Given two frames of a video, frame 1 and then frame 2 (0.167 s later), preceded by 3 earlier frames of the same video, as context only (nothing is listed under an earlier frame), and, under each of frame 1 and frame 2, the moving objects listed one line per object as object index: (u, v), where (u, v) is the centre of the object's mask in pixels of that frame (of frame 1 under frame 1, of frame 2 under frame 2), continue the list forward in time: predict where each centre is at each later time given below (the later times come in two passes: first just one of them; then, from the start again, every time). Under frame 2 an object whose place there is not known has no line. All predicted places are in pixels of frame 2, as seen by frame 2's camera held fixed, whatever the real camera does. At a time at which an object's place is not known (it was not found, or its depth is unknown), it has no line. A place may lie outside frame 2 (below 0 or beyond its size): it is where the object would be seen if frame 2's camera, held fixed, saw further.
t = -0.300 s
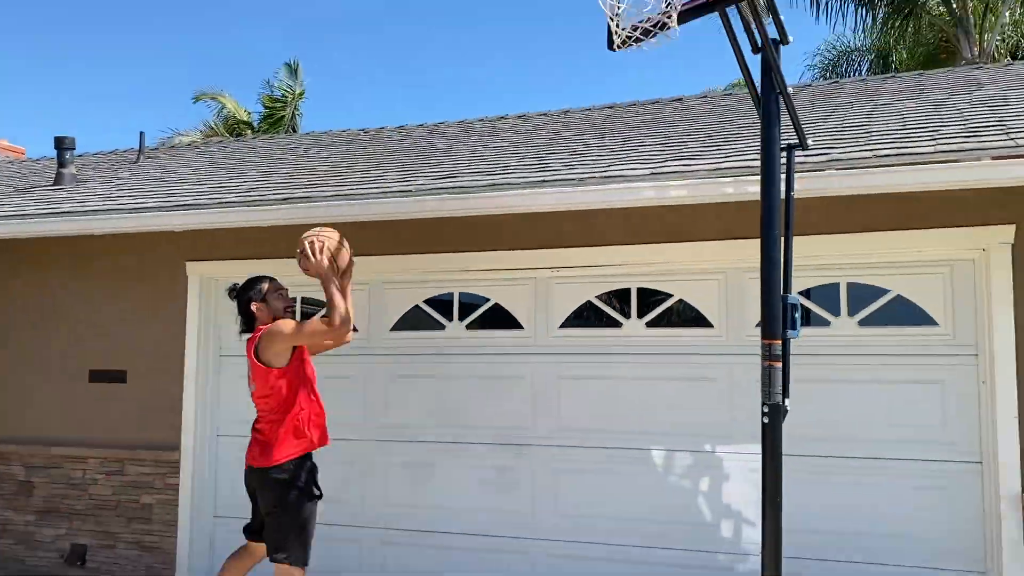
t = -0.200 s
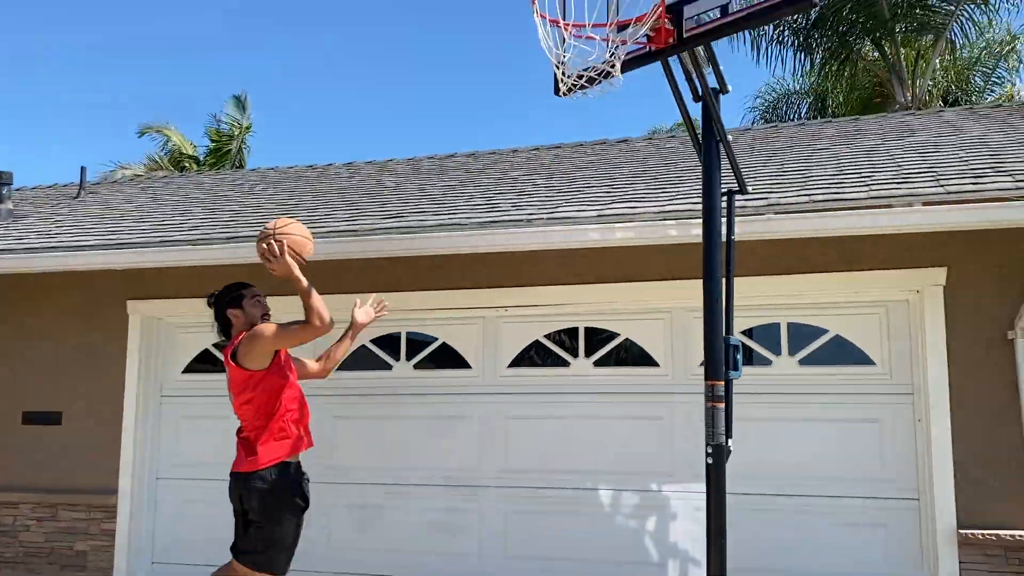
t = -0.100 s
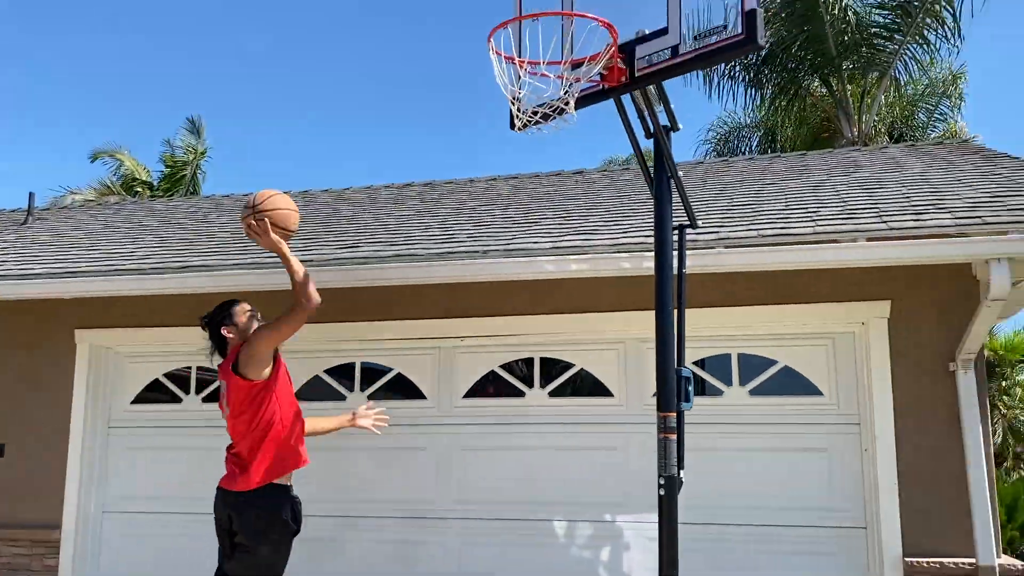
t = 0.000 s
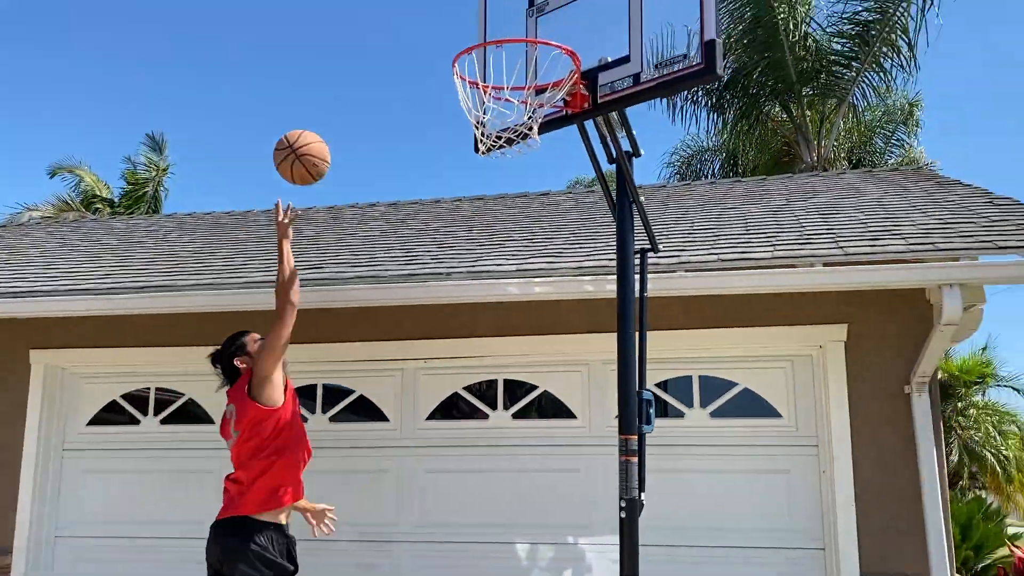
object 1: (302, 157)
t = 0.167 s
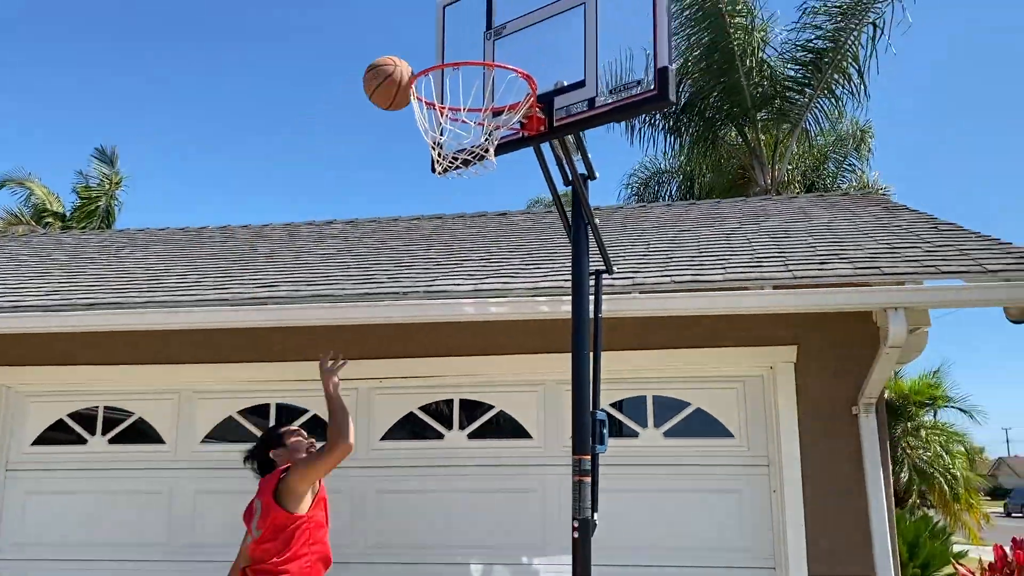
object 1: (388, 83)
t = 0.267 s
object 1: (448, 53)
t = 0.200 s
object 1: (415, 71)
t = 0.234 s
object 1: (440, 63)
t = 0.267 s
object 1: (448, 53)
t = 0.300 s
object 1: (446, 43)
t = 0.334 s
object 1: (445, 37)
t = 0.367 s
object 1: (444, 34)
